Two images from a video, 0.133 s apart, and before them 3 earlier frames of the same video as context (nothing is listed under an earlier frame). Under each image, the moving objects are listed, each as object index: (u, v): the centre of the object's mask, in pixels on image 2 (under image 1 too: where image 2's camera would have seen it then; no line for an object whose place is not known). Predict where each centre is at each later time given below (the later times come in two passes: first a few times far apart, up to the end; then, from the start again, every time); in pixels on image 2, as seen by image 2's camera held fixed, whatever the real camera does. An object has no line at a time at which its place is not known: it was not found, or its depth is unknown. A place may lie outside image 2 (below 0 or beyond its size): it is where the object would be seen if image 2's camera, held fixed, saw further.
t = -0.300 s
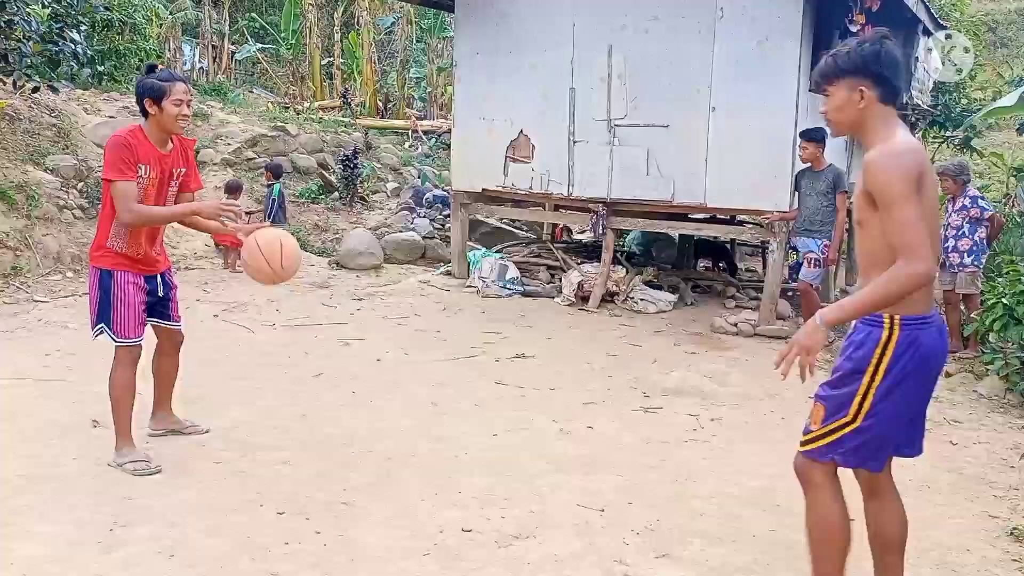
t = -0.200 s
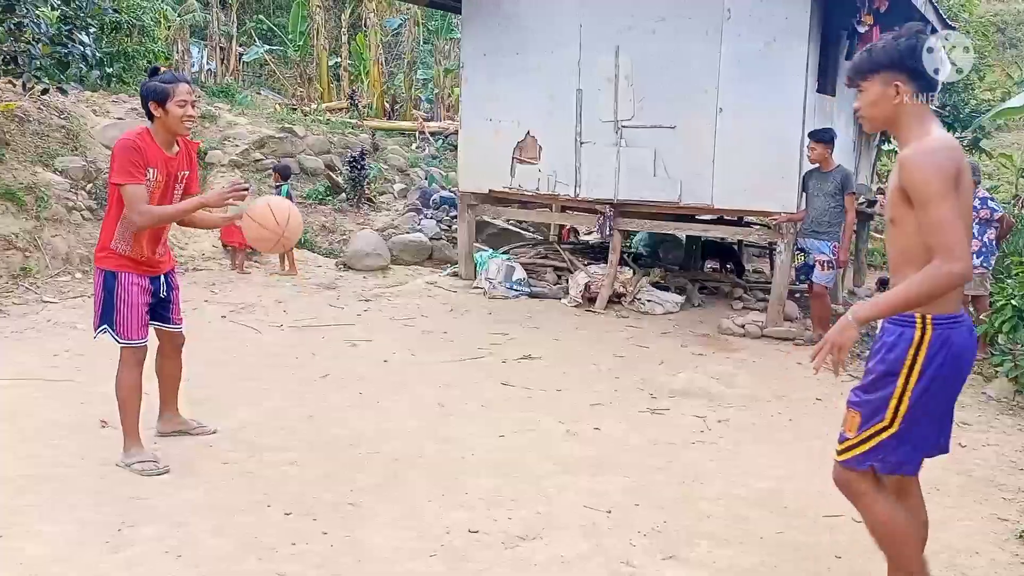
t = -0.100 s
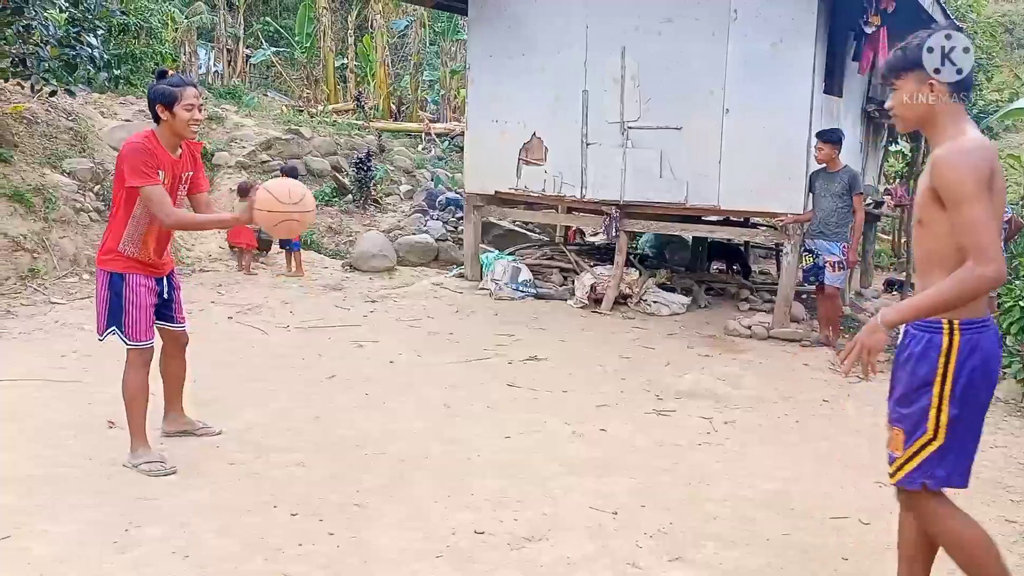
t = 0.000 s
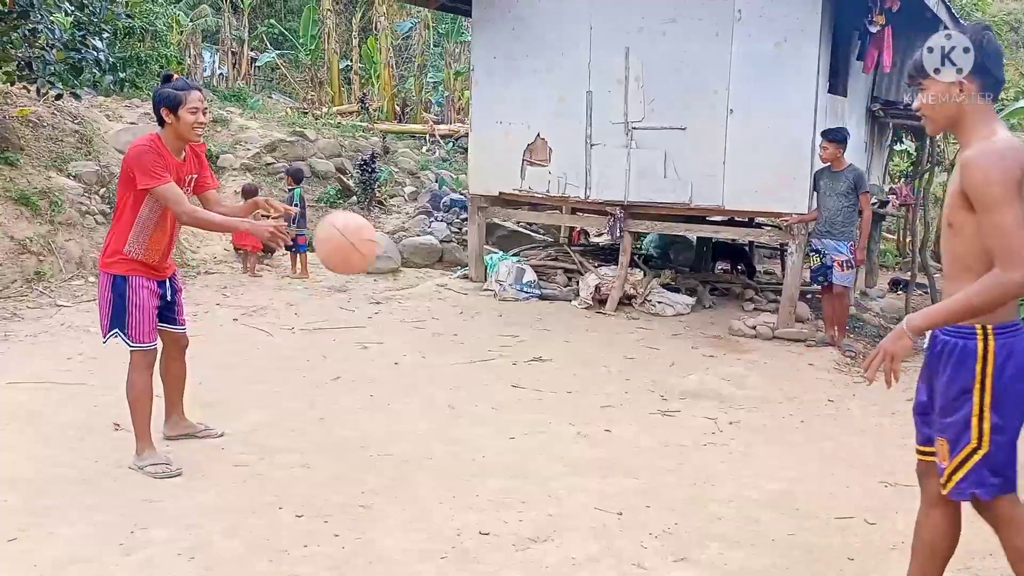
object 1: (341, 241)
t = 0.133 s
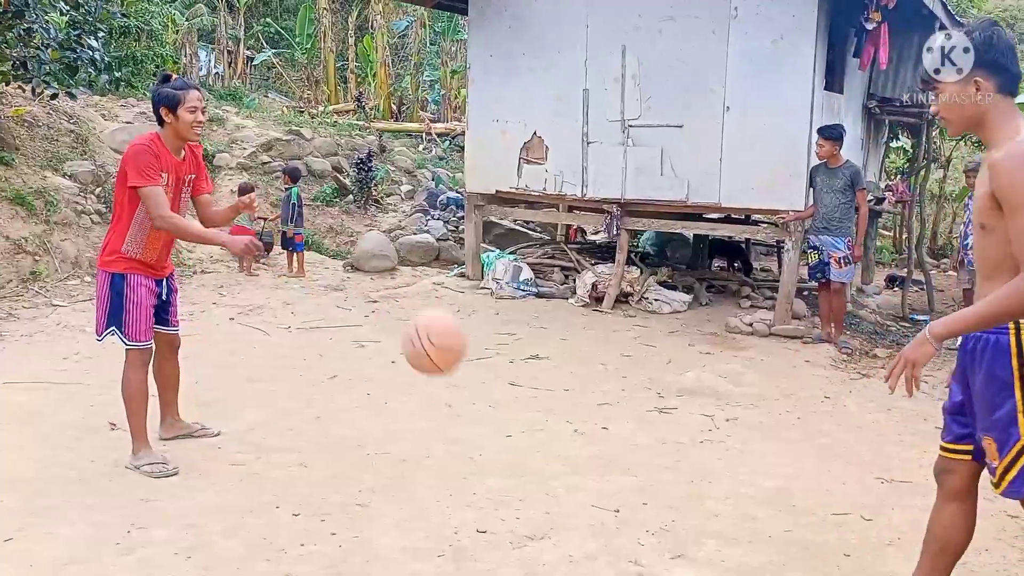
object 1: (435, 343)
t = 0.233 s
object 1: (507, 457)
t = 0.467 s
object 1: (594, 352)
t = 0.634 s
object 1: (648, 296)
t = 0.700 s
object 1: (672, 296)
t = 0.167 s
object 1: (458, 375)
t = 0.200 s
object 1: (482, 414)
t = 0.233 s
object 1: (507, 457)
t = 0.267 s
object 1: (531, 501)
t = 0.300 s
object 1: (542, 476)
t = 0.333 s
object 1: (552, 445)
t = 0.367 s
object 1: (563, 418)
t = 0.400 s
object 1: (574, 393)
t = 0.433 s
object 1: (584, 371)
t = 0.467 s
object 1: (594, 352)
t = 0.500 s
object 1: (605, 335)
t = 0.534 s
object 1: (616, 321)
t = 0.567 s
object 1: (627, 310)
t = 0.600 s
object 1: (638, 301)
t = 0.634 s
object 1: (648, 296)
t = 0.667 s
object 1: (661, 294)
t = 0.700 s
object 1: (672, 296)
